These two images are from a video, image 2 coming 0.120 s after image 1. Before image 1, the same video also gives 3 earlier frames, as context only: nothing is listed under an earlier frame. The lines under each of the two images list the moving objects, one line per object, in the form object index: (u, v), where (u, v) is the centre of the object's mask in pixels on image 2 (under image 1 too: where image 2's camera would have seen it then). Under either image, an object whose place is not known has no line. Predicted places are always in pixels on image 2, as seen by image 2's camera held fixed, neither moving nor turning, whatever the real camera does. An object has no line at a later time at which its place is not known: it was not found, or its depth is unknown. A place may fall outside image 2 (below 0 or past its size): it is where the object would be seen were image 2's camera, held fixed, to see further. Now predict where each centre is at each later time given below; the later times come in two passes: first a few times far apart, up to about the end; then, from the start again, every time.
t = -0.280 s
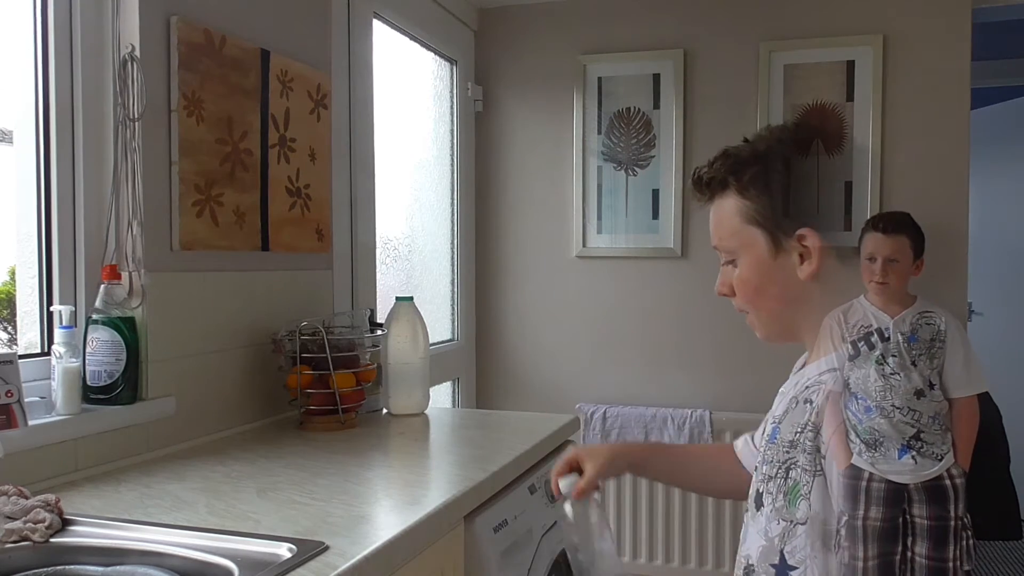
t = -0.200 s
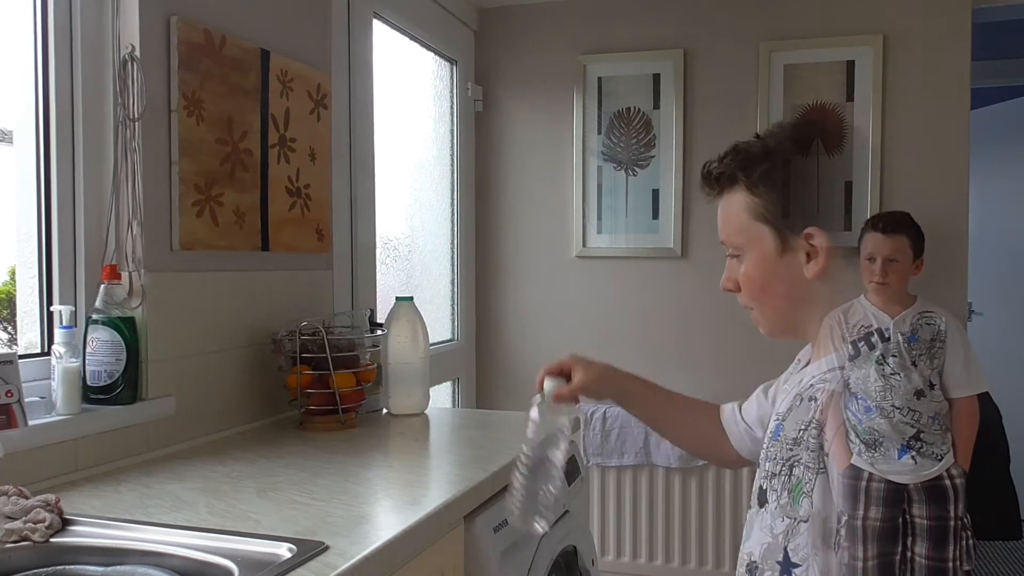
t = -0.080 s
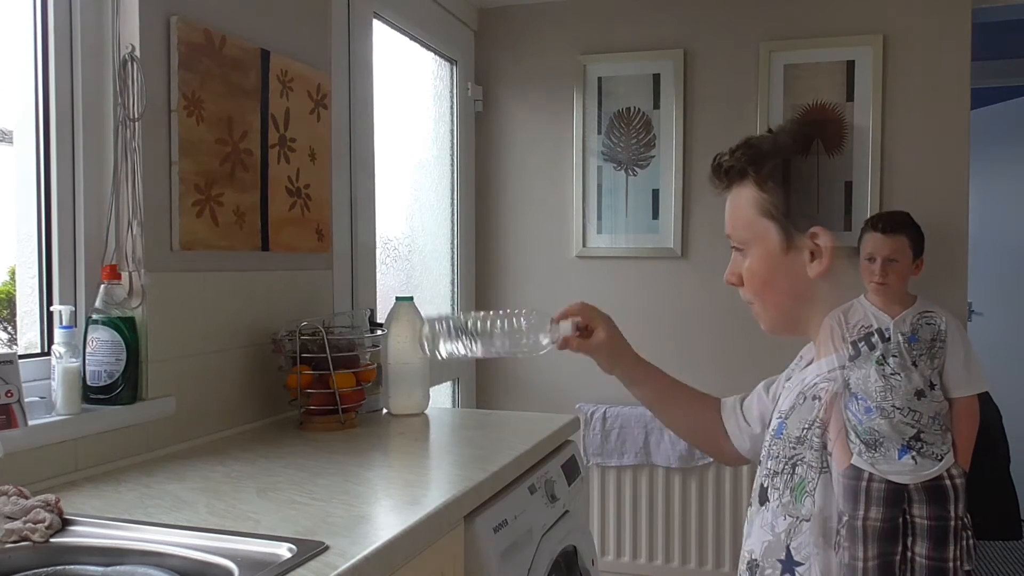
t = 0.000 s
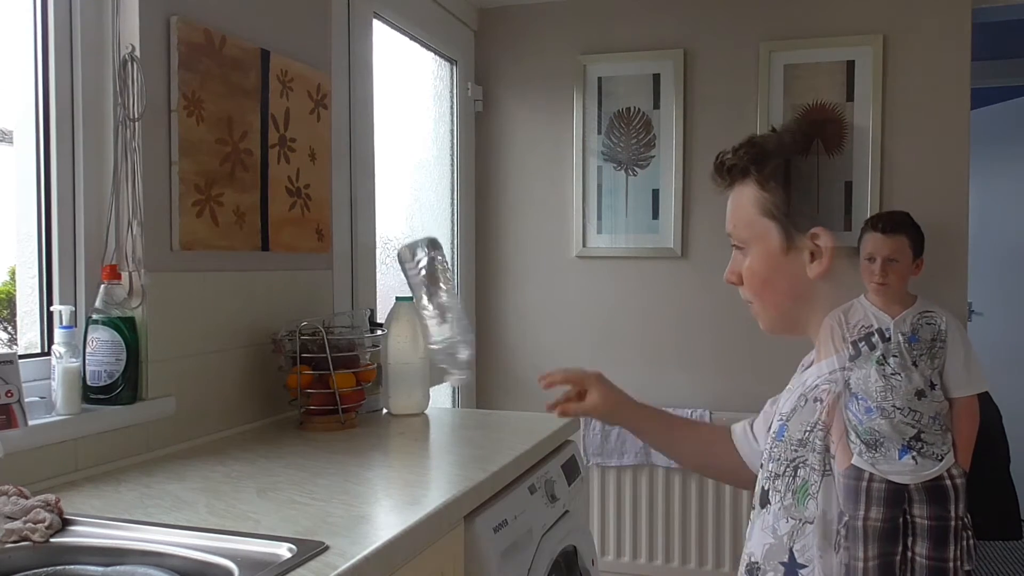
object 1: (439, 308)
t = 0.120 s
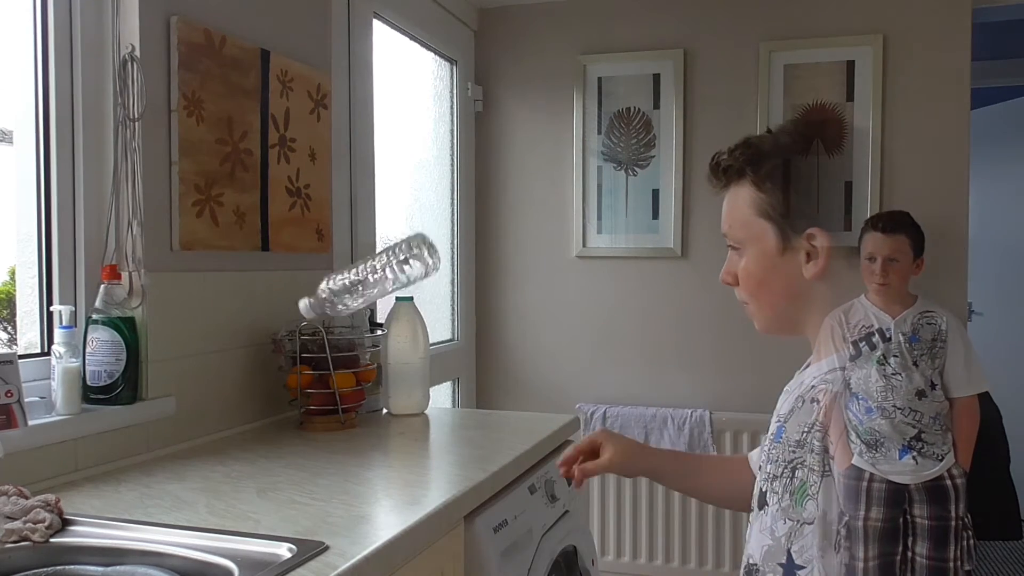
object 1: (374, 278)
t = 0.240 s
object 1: (338, 364)
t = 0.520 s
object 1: (272, 467)
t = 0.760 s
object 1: (260, 464)
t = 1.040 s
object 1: (259, 464)
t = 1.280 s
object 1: (259, 465)
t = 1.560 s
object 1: (258, 465)
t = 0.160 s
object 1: (362, 293)
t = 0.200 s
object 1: (351, 323)
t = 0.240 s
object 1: (338, 364)
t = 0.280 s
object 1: (326, 419)
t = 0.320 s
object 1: (309, 453)
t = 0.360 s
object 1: (298, 467)
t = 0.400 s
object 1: (286, 467)
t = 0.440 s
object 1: (279, 467)
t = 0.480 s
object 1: (274, 467)
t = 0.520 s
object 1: (272, 467)
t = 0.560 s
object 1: (271, 466)
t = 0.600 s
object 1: (268, 466)
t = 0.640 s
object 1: (266, 465)
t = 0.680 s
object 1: (264, 465)
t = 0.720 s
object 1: (261, 465)
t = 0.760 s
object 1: (260, 464)
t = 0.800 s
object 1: (259, 464)
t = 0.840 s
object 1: (259, 464)
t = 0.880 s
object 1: (259, 464)
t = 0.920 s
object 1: (259, 464)
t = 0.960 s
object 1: (259, 464)
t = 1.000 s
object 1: (259, 464)
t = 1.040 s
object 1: (259, 464)
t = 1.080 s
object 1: (258, 464)
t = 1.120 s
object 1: (258, 465)
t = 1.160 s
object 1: (258, 465)
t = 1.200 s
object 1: (259, 465)
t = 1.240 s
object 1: (259, 465)
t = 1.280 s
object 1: (259, 465)
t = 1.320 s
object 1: (259, 465)
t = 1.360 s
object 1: (259, 465)
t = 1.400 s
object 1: (258, 465)
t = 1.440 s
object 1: (258, 465)
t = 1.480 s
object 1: (259, 465)
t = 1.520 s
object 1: (259, 465)
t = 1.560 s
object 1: (258, 465)
